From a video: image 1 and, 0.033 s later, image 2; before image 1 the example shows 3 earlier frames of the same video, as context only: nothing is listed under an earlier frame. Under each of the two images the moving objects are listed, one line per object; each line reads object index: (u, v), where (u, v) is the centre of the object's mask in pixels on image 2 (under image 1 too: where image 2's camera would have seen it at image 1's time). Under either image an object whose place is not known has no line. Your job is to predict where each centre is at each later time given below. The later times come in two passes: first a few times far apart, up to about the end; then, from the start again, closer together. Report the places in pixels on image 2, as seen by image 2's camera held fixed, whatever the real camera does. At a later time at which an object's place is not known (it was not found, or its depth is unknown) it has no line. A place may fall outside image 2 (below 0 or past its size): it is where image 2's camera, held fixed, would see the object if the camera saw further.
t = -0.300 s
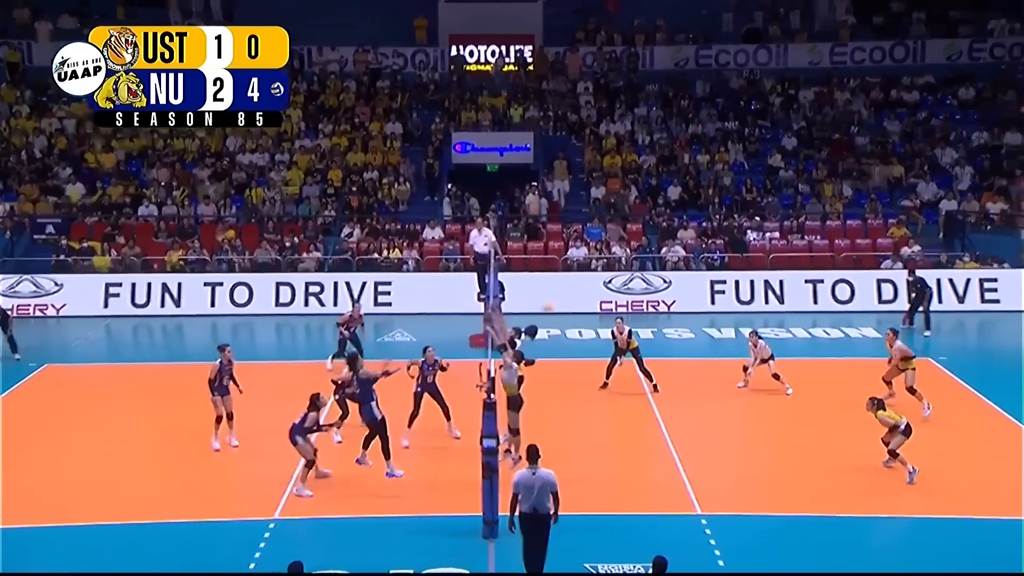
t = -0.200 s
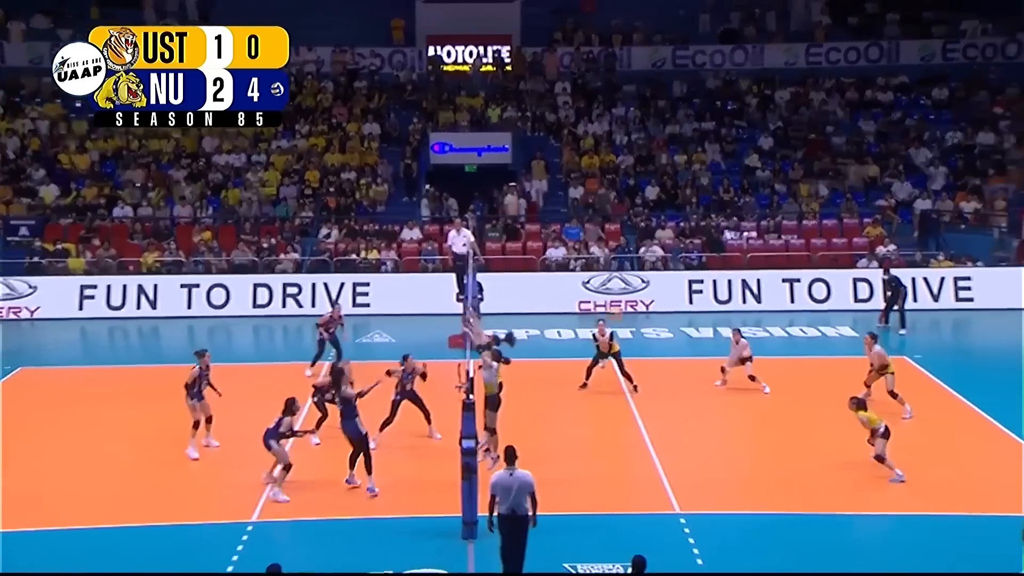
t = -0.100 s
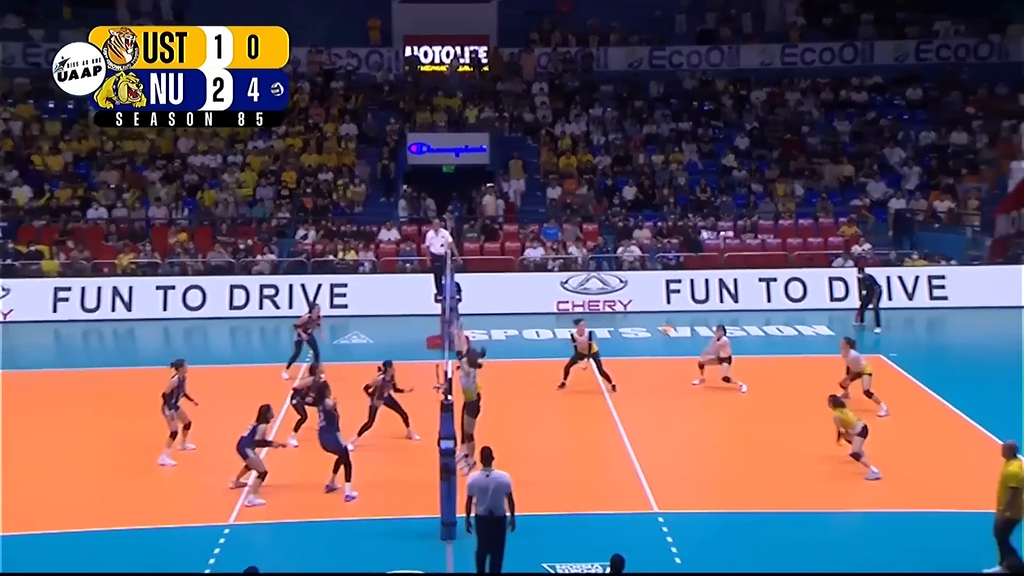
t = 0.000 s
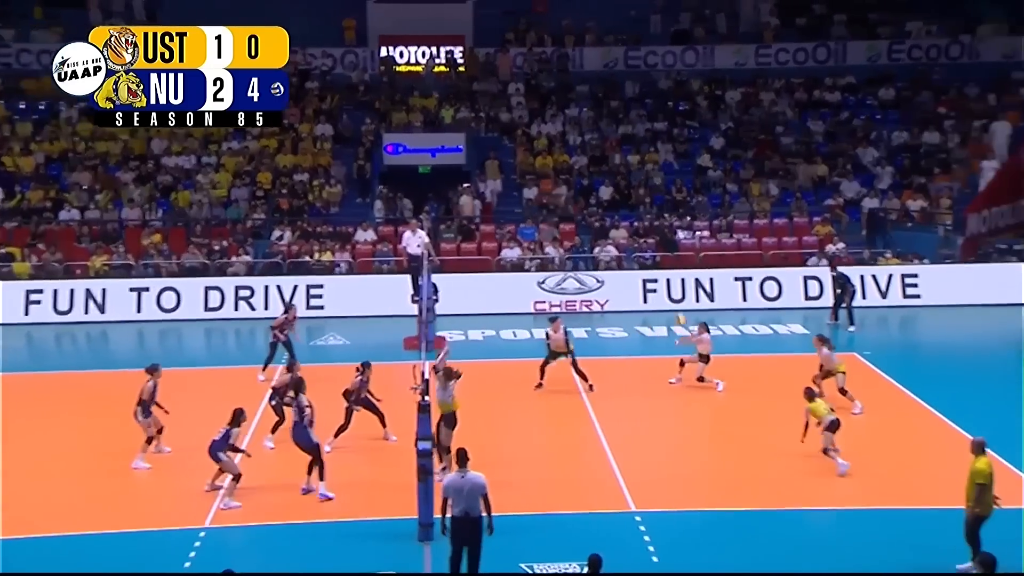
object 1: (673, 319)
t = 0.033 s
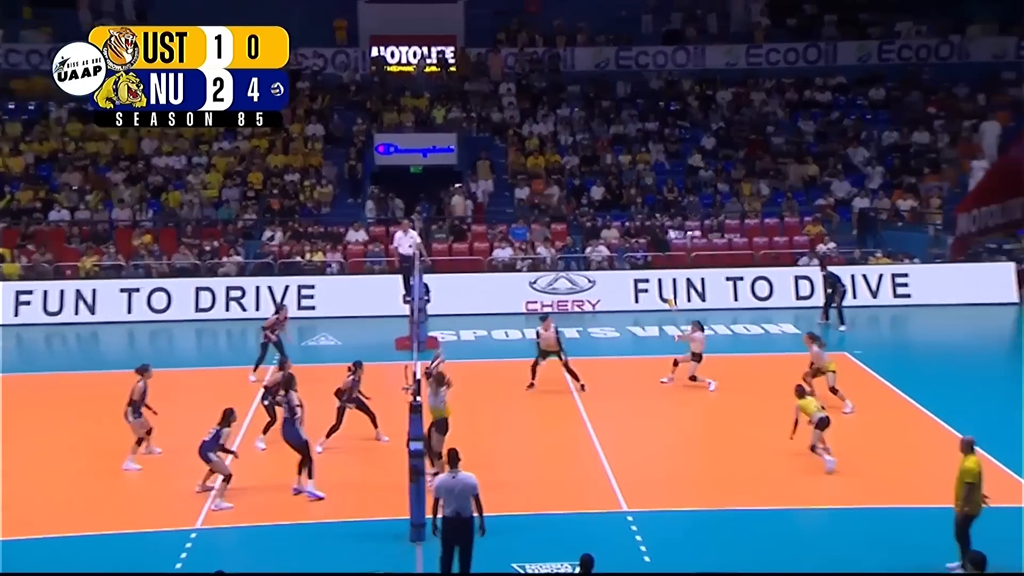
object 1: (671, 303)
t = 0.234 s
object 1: (676, 209)
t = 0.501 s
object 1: (684, 112)
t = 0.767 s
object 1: (694, 51)
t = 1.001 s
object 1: (702, 29)
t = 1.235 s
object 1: (710, 39)
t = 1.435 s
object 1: (716, 74)
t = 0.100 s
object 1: (673, 267)
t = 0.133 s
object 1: (674, 254)
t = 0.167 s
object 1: (674, 237)
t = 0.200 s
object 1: (675, 223)
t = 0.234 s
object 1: (676, 209)
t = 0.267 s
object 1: (677, 195)
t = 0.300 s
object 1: (678, 181)
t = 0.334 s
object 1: (679, 169)
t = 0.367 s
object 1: (680, 156)
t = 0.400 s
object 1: (681, 144)
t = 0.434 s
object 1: (682, 133)
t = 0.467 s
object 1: (683, 122)
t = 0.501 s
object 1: (684, 112)
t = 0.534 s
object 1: (685, 102)
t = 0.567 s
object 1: (686, 93)
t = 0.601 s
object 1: (688, 85)
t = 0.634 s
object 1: (689, 77)
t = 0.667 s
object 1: (690, 69)
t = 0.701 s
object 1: (691, 62)
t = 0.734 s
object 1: (692, 56)
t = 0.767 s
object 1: (694, 51)
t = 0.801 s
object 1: (695, 45)
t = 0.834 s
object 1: (696, 41)
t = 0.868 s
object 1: (697, 38)
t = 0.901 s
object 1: (699, 35)
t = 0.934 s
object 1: (700, 32)
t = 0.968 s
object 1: (701, 30)
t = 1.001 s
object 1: (702, 29)
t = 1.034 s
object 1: (703, 29)
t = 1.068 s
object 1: (704, 29)
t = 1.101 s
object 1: (706, 30)
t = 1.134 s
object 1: (706, 31)
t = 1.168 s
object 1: (708, 33)
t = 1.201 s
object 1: (708, 36)
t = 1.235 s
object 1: (710, 39)
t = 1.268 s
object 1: (710, 43)
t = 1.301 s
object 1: (711, 48)
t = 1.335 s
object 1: (712, 54)
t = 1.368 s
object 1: (713, 59)
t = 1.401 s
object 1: (714, 67)
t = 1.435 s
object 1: (716, 74)
